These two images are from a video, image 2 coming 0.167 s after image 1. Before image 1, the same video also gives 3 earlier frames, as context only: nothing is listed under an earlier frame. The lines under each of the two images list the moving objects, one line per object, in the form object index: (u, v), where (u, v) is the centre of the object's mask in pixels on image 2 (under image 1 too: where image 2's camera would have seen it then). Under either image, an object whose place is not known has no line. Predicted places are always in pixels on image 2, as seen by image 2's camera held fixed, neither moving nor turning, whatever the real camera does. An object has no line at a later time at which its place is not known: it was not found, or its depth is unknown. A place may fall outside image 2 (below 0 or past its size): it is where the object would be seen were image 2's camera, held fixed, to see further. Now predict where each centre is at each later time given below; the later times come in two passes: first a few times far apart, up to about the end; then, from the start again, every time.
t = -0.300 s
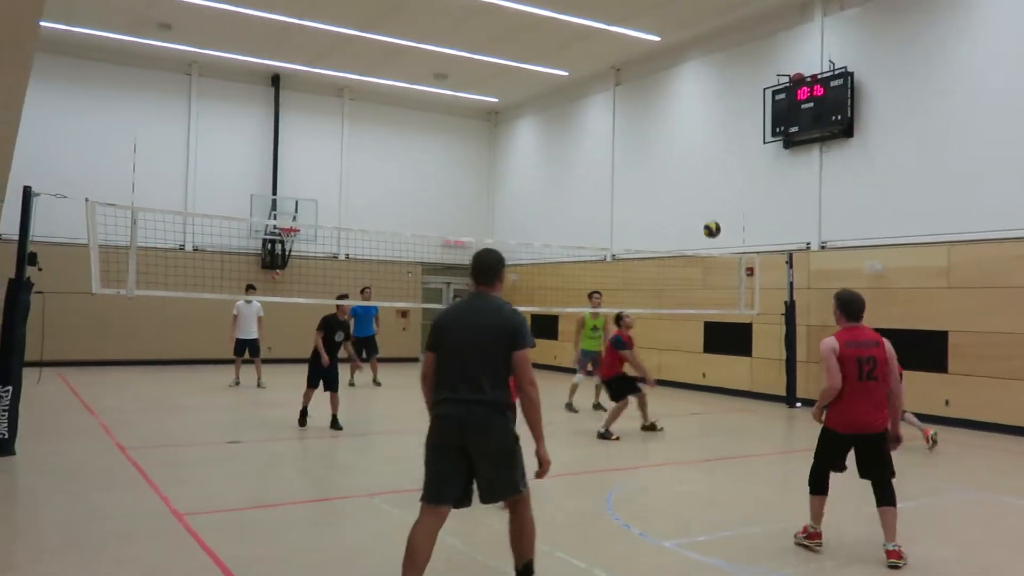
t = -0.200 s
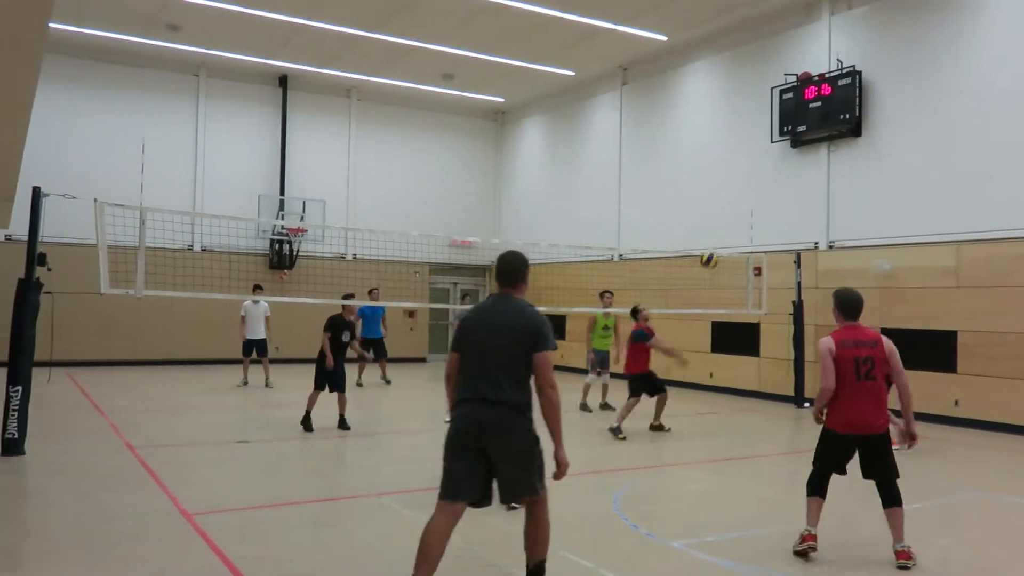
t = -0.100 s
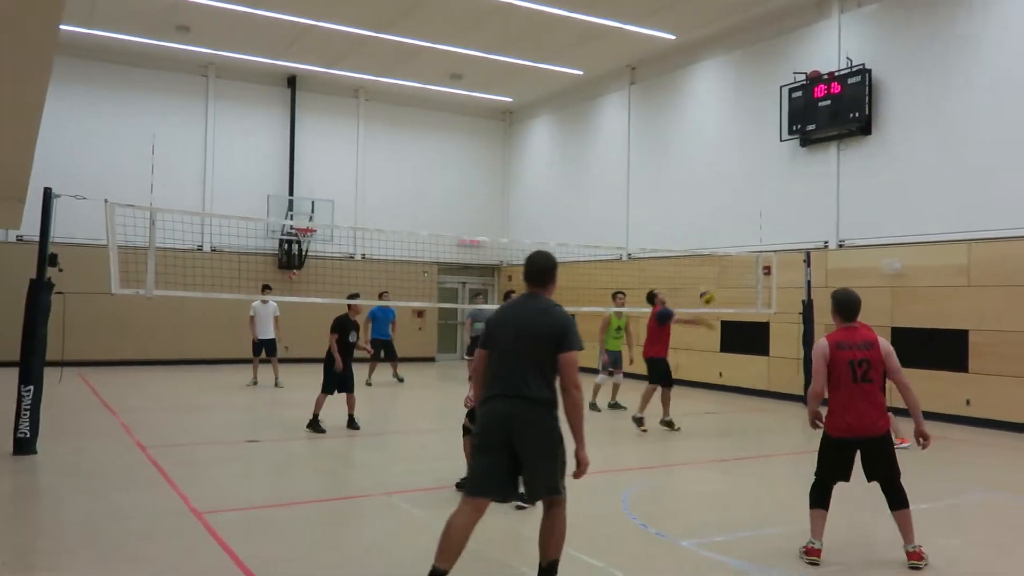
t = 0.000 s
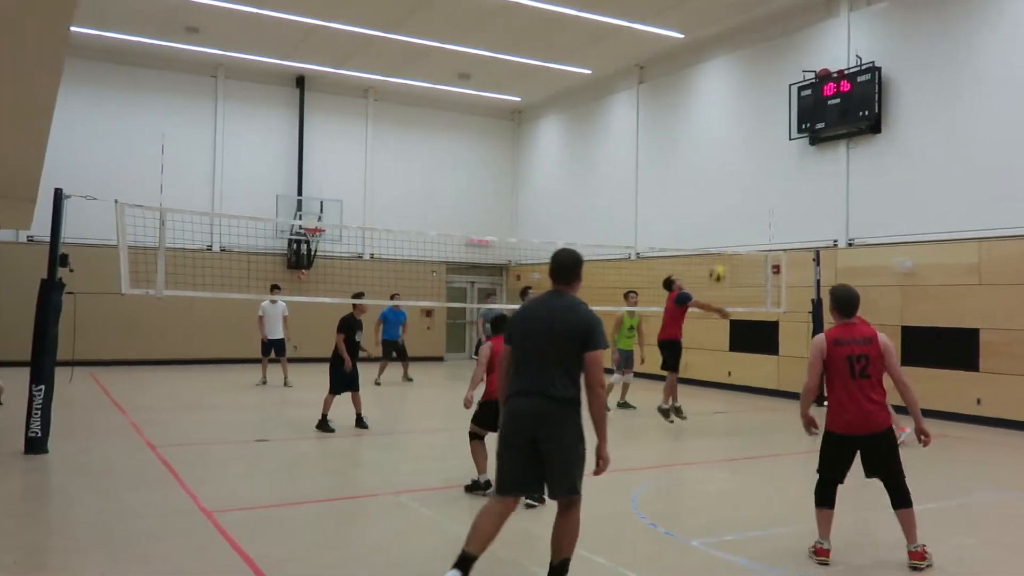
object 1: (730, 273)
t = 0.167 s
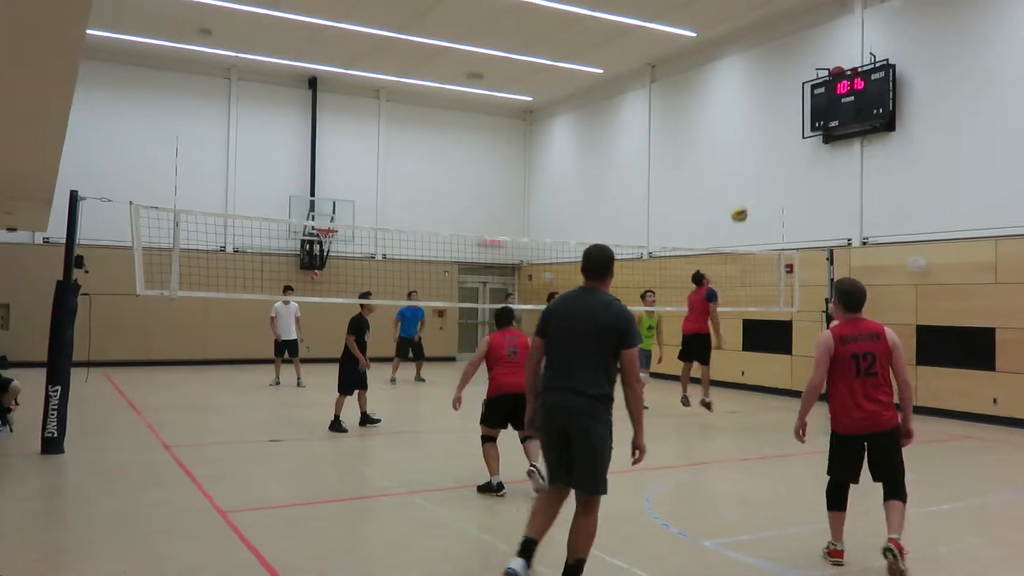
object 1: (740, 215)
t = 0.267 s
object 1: (745, 190)
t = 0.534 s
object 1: (758, 164)
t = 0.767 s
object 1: (768, 183)
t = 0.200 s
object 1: (741, 205)
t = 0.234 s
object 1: (743, 198)
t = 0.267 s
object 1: (745, 190)
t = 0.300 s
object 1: (747, 184)
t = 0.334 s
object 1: (748, 179)
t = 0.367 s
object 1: (750, 174)
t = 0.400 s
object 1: (752, 171)
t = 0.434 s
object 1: (754, 168)
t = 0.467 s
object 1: (755, 166)
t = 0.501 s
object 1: (757, 164)
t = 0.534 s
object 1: (758, 164)
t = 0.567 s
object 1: (759, 165)
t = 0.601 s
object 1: (761, 166)
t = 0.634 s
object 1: (762, 168)
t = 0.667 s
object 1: (764, 171)
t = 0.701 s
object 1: (765, 174)
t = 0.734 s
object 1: (766, 179)
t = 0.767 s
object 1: (768, 183)
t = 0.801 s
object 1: (769, 189)
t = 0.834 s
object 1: (770, 196)
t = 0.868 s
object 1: (772, 203)
